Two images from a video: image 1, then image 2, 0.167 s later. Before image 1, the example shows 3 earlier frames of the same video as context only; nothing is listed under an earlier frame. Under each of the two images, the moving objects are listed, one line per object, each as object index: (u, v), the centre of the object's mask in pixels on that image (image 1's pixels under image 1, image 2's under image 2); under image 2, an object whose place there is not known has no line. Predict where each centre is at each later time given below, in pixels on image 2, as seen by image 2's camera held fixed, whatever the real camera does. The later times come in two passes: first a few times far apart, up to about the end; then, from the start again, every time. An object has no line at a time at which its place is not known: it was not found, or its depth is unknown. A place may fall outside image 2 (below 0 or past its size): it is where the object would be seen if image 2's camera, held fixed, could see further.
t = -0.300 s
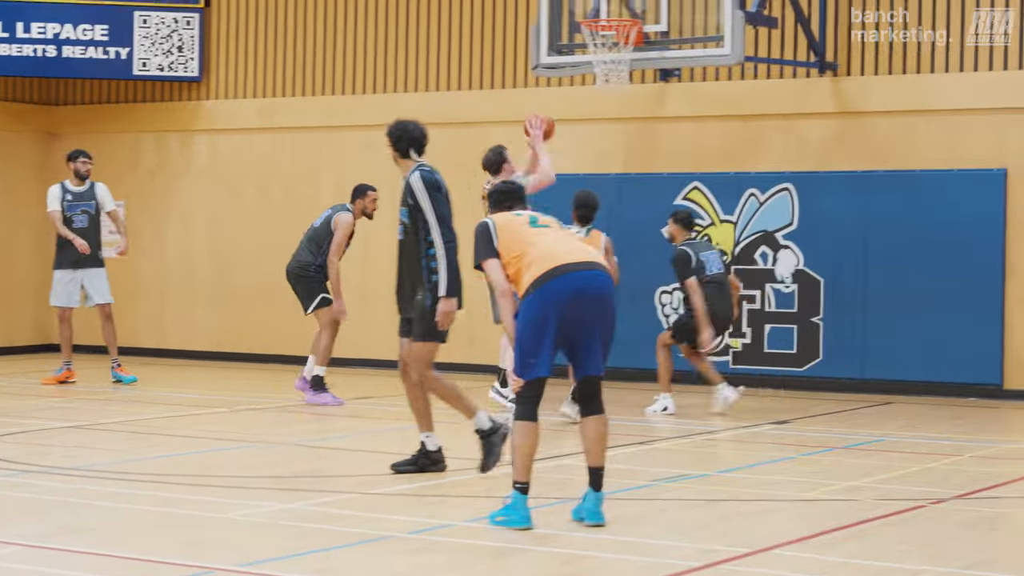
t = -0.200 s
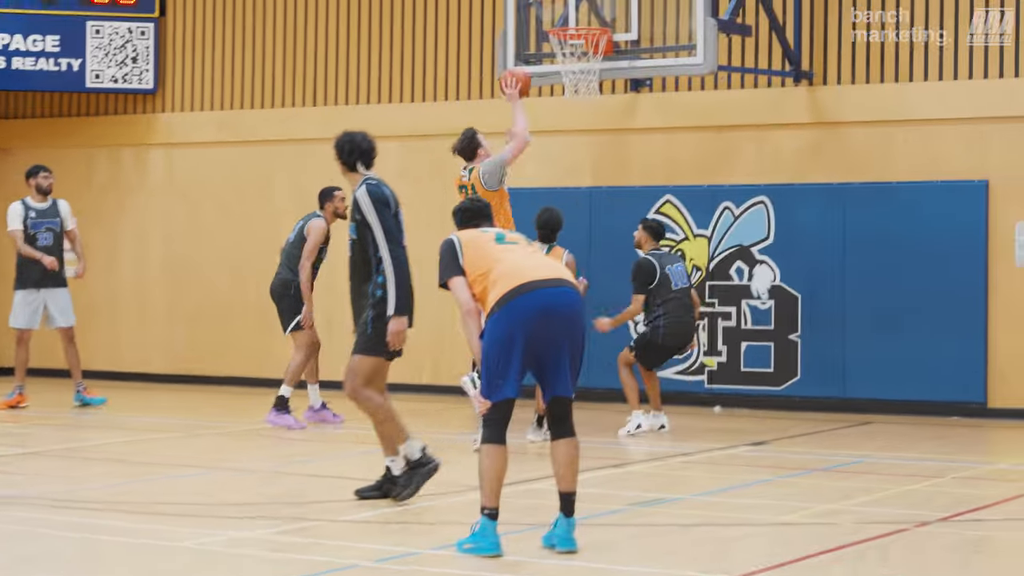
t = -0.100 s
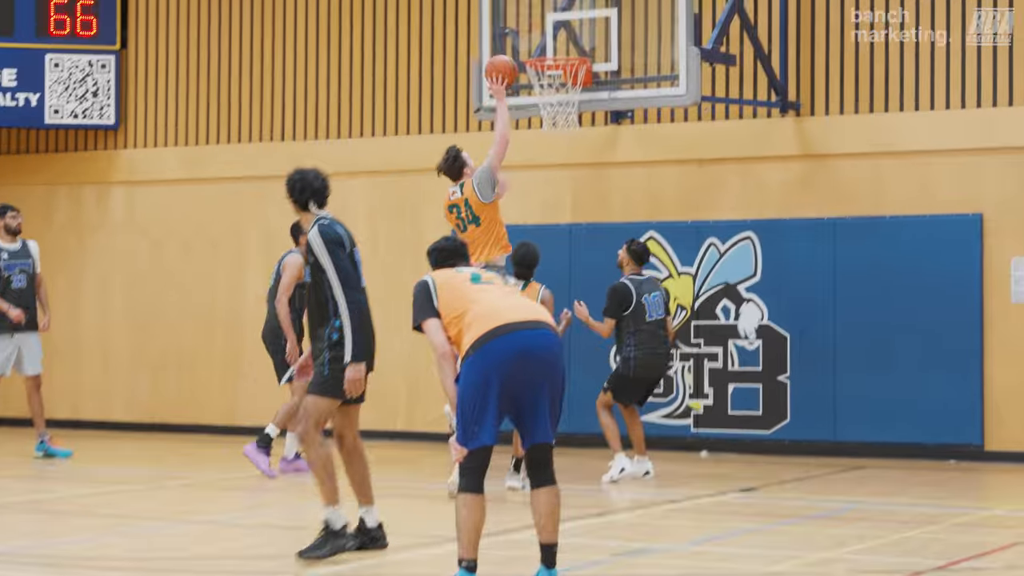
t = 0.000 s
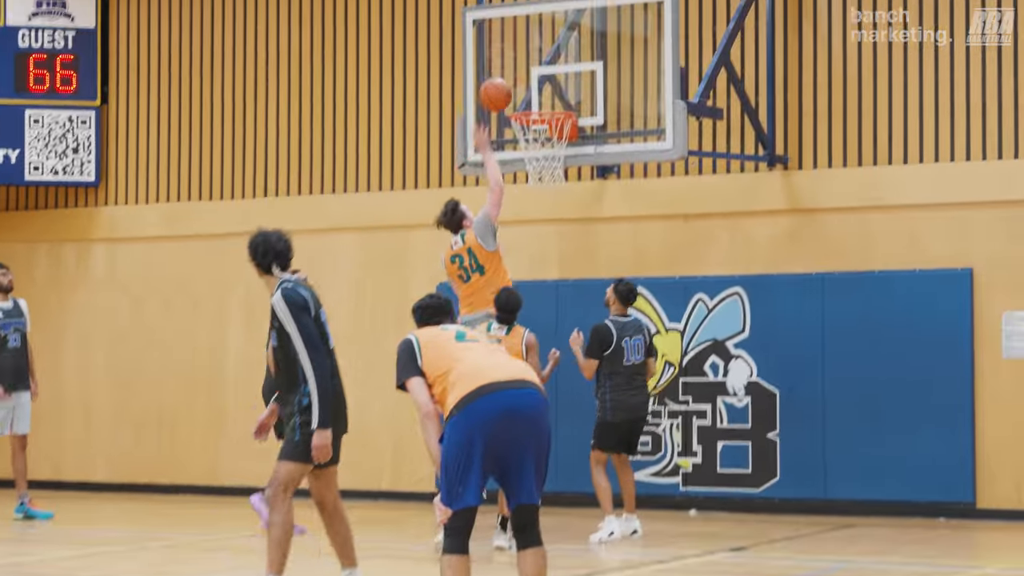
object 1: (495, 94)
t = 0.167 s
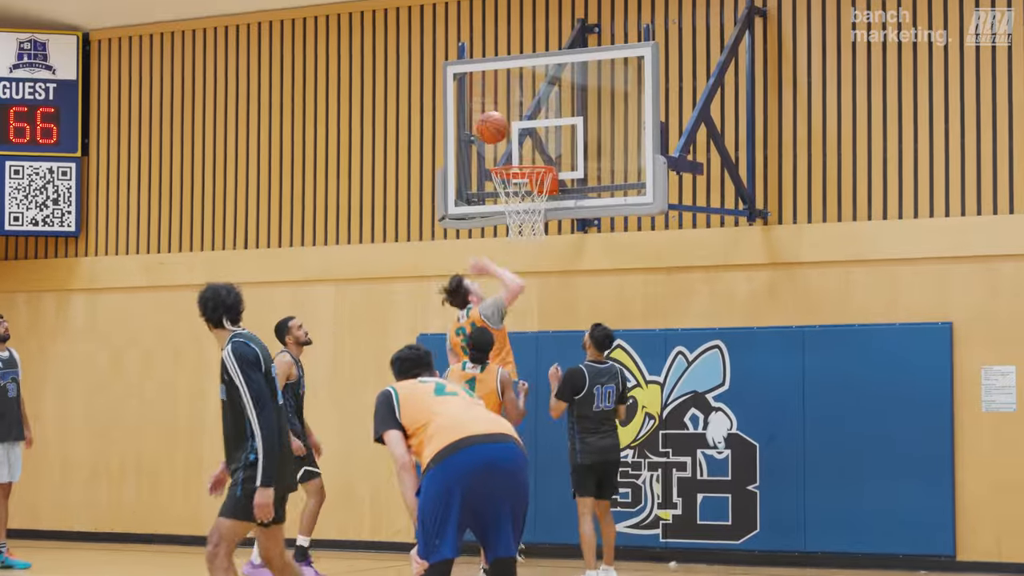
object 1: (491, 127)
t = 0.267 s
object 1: (501, 133)
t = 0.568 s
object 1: (528, 222)
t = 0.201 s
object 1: (495, 127)
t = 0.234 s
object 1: (498, 130)
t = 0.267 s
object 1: (501, 133)
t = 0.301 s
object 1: (505, 138)
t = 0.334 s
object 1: (508, 144)
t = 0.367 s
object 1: (511, 151)
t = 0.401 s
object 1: (514, 156)
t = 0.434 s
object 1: (514, 161)
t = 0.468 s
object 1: (520, 182)
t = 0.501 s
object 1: (522, 195)
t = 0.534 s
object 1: (526, 210)
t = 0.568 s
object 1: (528, 222)
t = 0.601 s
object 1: (531, 237)
